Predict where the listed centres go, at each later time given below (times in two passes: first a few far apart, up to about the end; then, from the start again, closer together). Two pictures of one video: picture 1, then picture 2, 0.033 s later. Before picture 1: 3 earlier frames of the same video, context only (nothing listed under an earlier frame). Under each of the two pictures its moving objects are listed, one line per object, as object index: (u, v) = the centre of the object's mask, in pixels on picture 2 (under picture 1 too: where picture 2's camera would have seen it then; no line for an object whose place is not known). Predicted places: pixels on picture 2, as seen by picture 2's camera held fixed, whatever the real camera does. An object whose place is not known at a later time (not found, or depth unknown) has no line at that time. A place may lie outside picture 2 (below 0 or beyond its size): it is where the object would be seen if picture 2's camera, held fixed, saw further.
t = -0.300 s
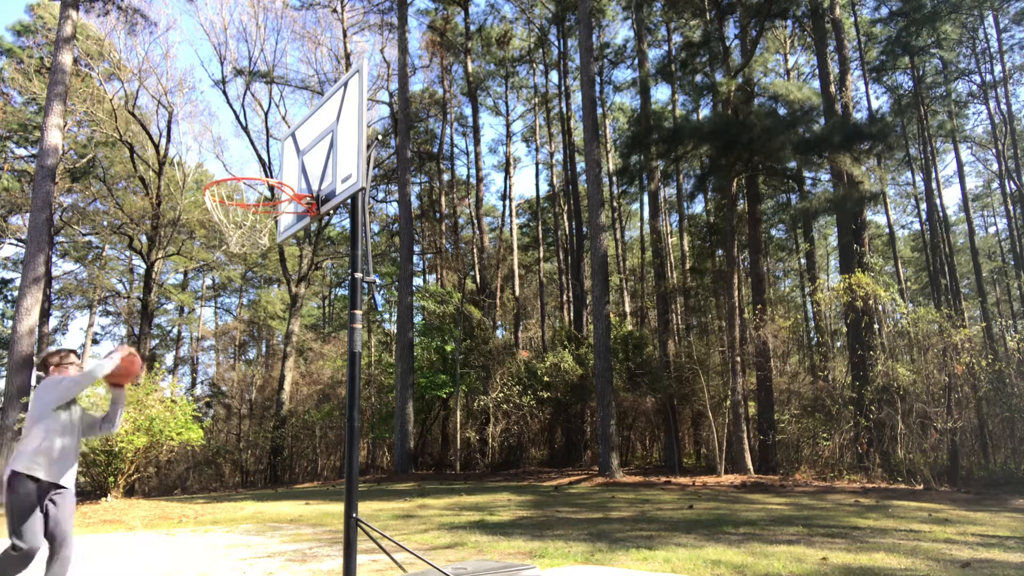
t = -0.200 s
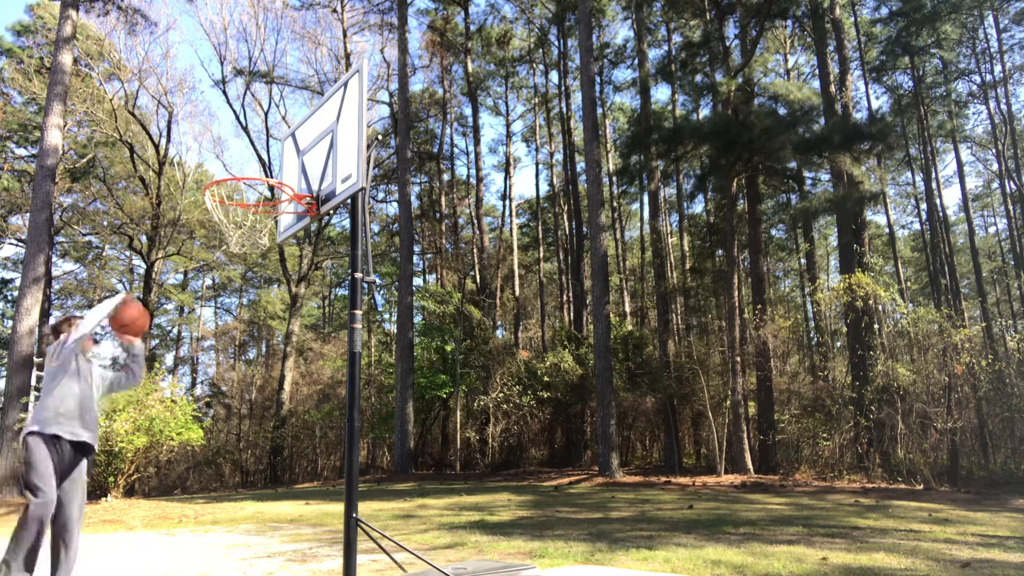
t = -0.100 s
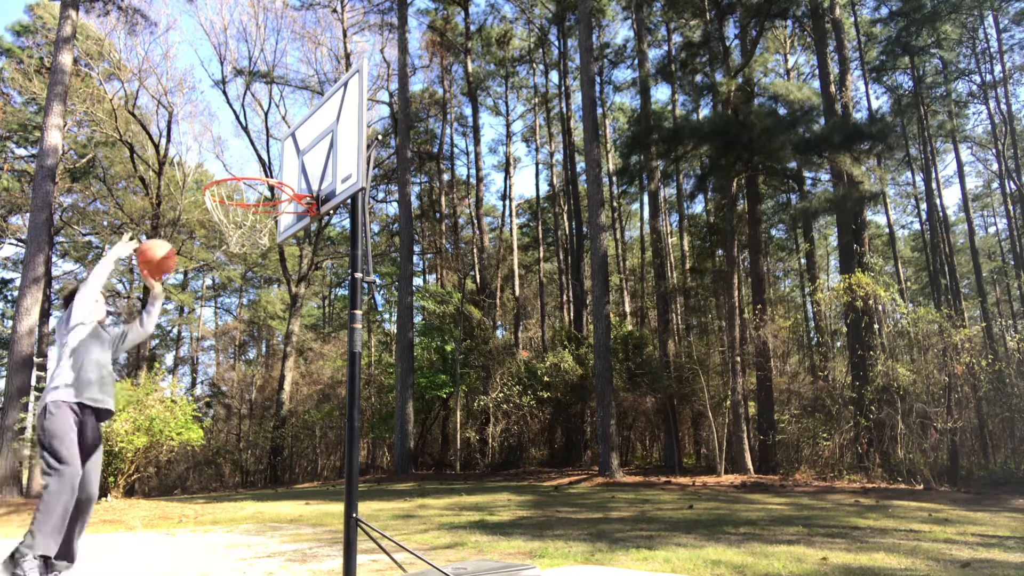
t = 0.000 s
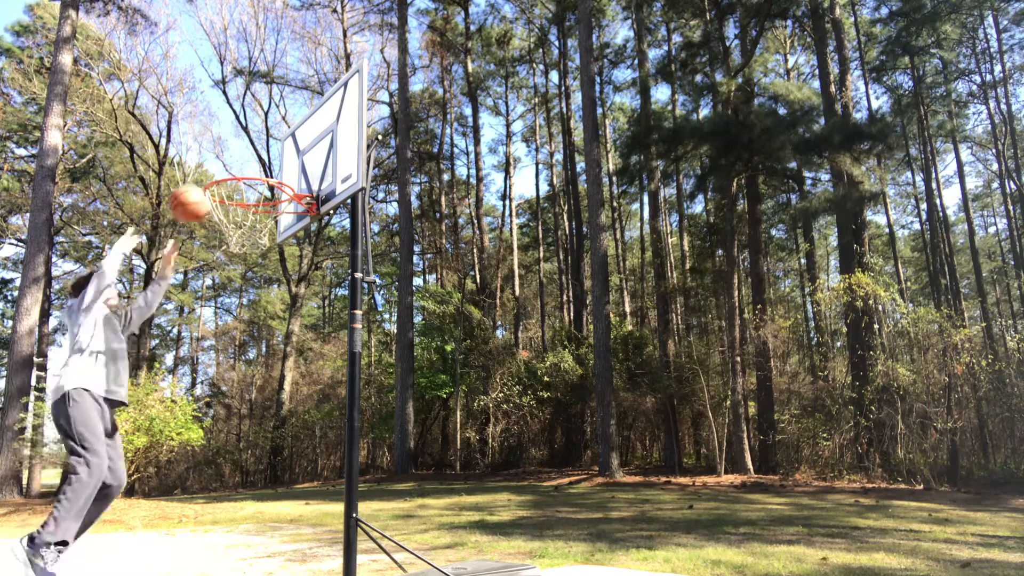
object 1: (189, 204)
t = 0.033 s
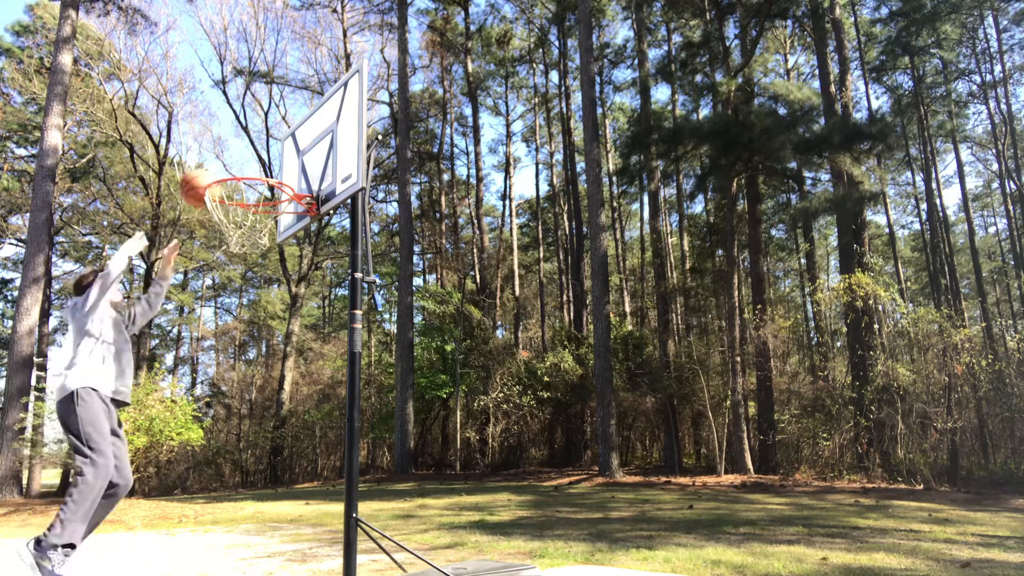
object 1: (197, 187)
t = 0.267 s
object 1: (277, 125)
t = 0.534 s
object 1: (303, 136)
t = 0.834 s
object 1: (292, 316)
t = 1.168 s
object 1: (267, 522)
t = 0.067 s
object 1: (210, 175)
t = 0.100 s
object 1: (220, 163)
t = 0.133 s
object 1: (232, 153)
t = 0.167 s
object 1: (244, 143)
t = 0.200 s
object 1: (255, 136)
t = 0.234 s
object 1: (267, 130)
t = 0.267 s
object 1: (277, 125)
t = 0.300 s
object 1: (289, 123)
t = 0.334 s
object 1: (302, 122)
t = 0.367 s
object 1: (308, 121)
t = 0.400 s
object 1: (308, 121)
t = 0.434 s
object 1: (307, 121)
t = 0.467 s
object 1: (305, 124)
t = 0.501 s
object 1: (305, 128)
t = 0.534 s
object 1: (303, 136)
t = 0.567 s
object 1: (300, 146)
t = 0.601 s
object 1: (300, 157)
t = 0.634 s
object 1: (299, 170)
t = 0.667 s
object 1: (298, 187)
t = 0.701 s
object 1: (298, 205)
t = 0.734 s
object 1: (297, 228)
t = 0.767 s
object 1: (295, 254)
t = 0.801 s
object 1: (294, 283)
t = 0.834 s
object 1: (292, 316)
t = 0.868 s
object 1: (290, 355)
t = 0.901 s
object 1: (287, 398)
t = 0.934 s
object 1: (284, 448)
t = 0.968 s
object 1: (282, 501)
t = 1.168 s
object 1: (267, 522)
